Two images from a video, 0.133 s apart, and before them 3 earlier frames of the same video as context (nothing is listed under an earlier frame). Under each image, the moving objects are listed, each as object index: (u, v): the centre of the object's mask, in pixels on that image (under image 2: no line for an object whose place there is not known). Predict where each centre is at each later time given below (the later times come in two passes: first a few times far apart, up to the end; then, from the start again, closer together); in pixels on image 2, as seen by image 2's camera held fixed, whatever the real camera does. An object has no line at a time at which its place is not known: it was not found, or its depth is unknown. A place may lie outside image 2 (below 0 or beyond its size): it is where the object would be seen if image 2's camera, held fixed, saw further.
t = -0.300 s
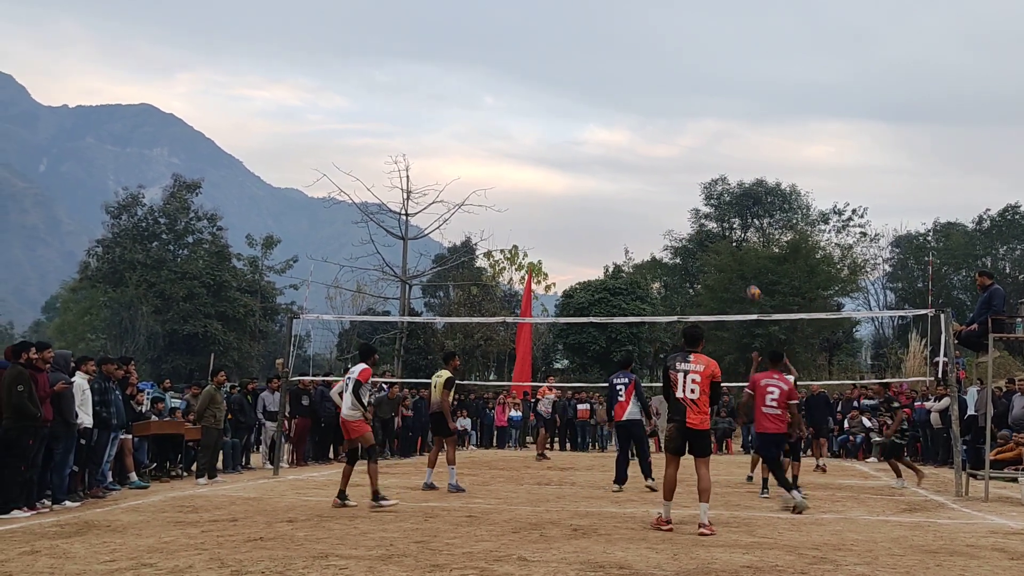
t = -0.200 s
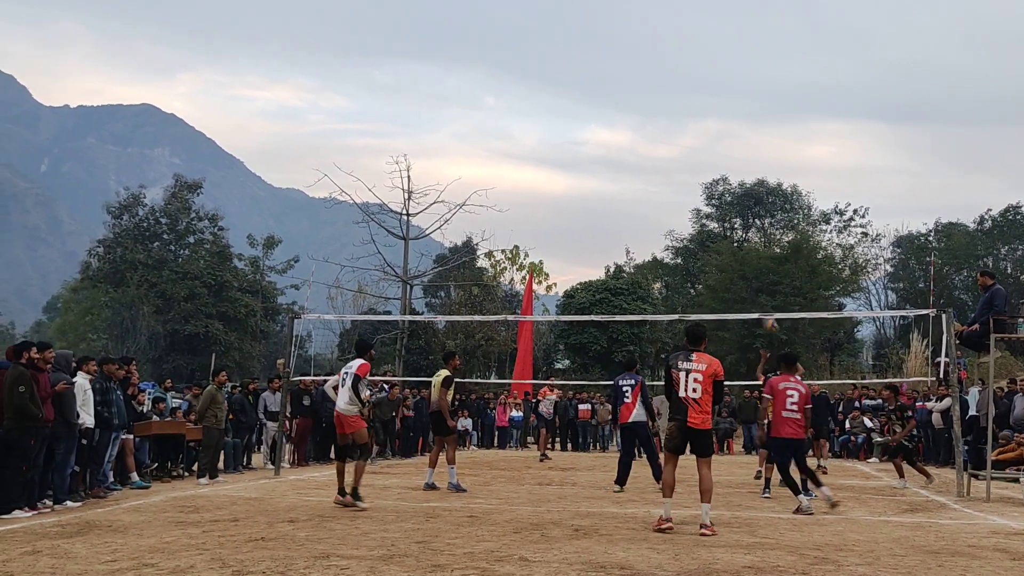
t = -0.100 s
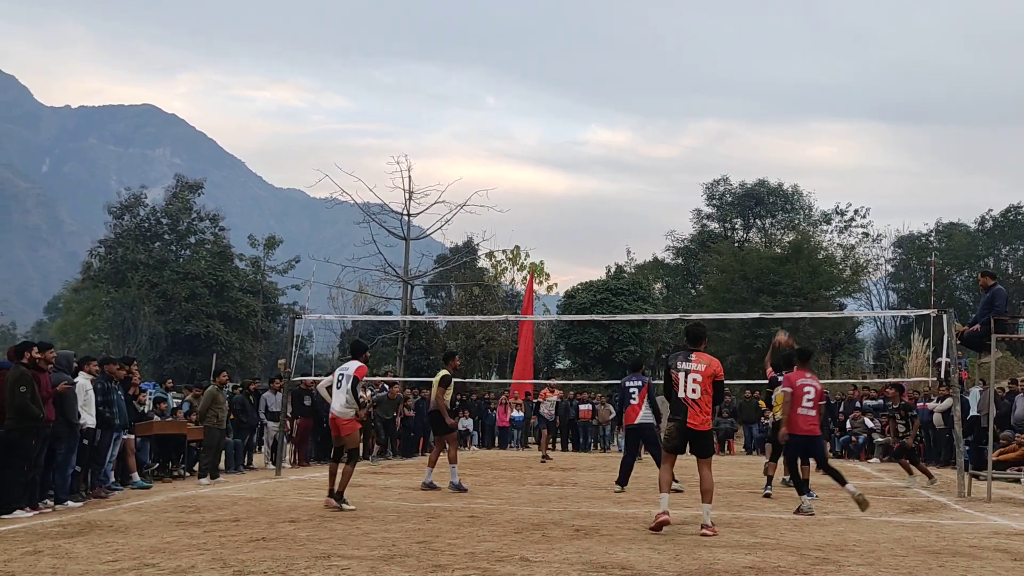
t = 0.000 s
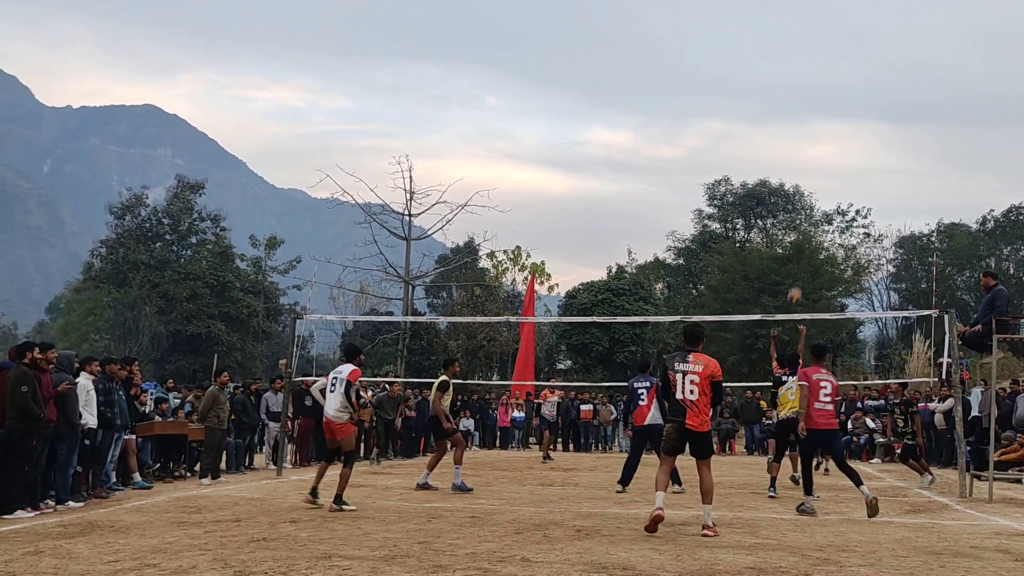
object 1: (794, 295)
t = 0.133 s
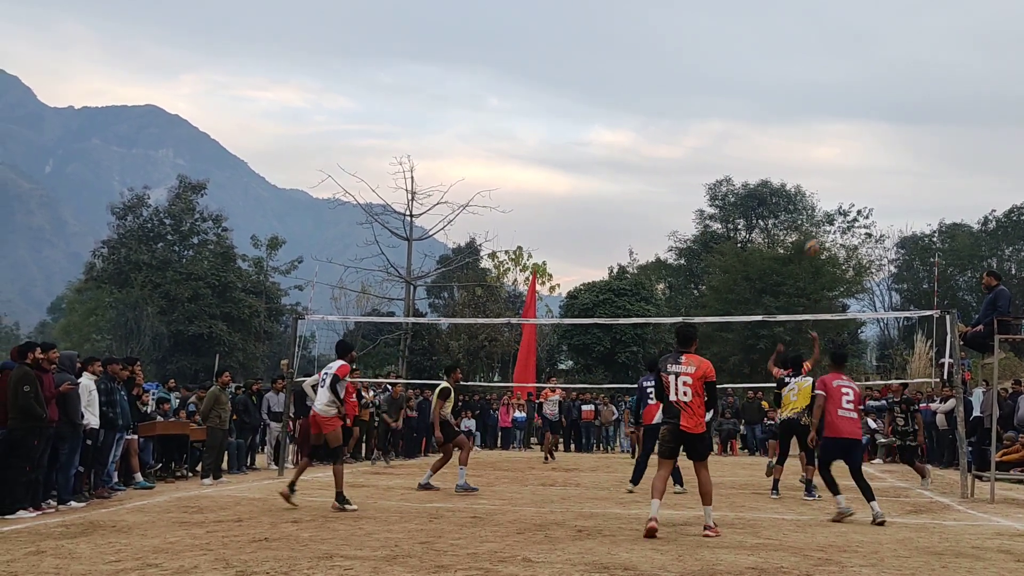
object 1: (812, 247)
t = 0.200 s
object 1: (820, 227)
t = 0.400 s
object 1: (845, 181)
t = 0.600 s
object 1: (871, 161)
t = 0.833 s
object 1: (902, 168)
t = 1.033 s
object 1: (930, 203)
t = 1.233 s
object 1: (957, 267)
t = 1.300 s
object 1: (967, 294)
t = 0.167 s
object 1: (816, 237)
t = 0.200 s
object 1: (820, 227)
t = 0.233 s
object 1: (824, 218)
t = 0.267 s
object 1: (828, 209)
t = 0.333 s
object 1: (837, 193)
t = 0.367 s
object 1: (841, 187)
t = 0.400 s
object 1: (845, 181)
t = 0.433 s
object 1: (849, 176)
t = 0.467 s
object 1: (854, 171)
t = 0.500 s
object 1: (858, 167)
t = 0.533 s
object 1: (862, 165)
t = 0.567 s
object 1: (867, 162)
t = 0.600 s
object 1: (871, 161)
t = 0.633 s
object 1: (875, 159)
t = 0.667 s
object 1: (880, 159)
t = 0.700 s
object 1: (884, 159)
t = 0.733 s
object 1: (888, 160)
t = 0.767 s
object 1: (893, 162)
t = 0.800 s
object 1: (897, 165)
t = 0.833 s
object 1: (902, 168)
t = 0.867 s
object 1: (906, 172)
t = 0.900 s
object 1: (911, 176)
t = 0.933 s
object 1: (916, 182)
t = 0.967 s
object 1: (920, 188)
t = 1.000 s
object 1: (925, 195)
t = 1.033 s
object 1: (930, 203)
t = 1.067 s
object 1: (934, 212)
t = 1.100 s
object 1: (939, 221)
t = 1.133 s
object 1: (944, 232)
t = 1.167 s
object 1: (948, 242)
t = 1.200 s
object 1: (953, 254)
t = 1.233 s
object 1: (957, 267)
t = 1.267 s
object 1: (962, 280)
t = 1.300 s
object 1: (967, 294)
